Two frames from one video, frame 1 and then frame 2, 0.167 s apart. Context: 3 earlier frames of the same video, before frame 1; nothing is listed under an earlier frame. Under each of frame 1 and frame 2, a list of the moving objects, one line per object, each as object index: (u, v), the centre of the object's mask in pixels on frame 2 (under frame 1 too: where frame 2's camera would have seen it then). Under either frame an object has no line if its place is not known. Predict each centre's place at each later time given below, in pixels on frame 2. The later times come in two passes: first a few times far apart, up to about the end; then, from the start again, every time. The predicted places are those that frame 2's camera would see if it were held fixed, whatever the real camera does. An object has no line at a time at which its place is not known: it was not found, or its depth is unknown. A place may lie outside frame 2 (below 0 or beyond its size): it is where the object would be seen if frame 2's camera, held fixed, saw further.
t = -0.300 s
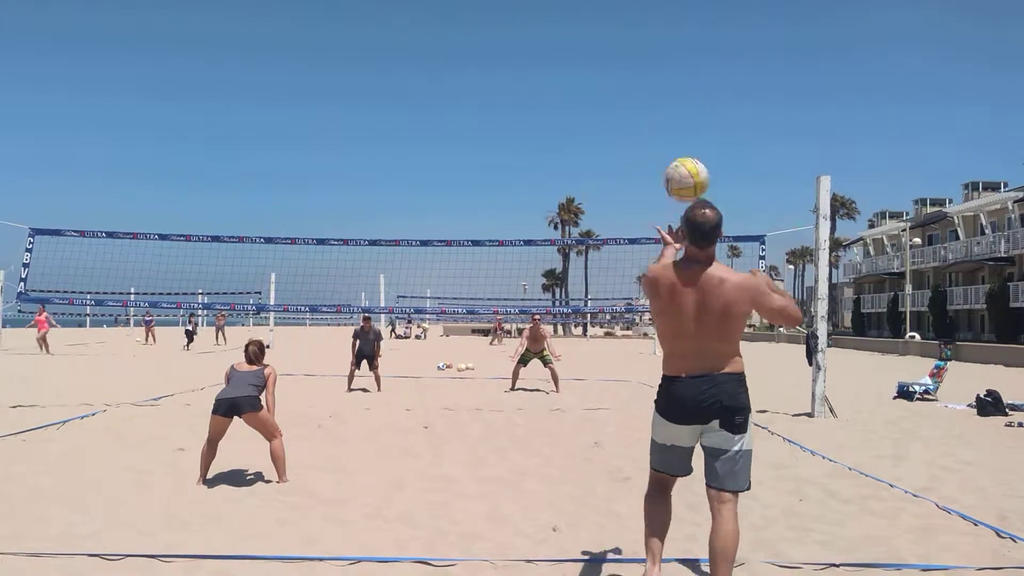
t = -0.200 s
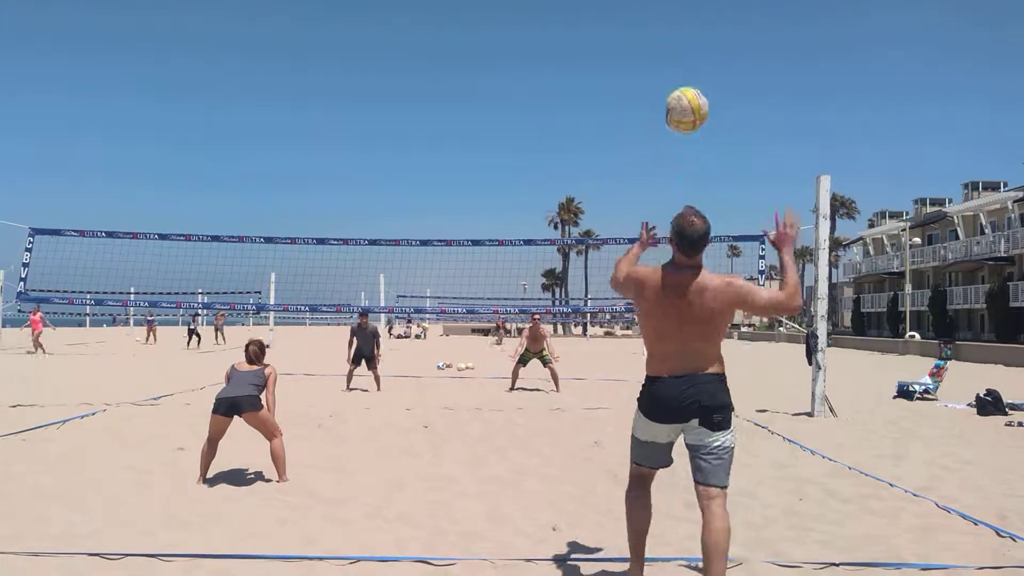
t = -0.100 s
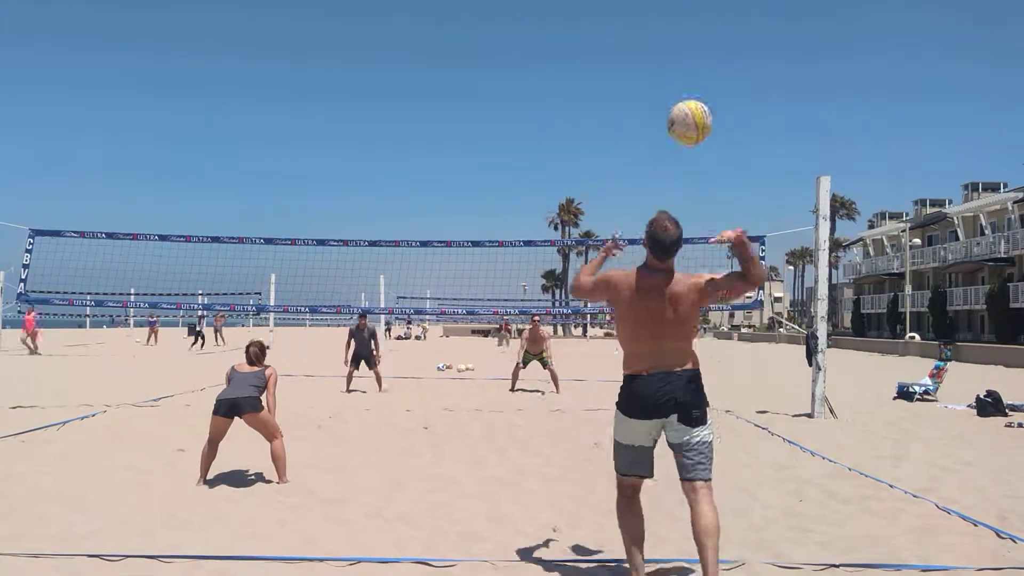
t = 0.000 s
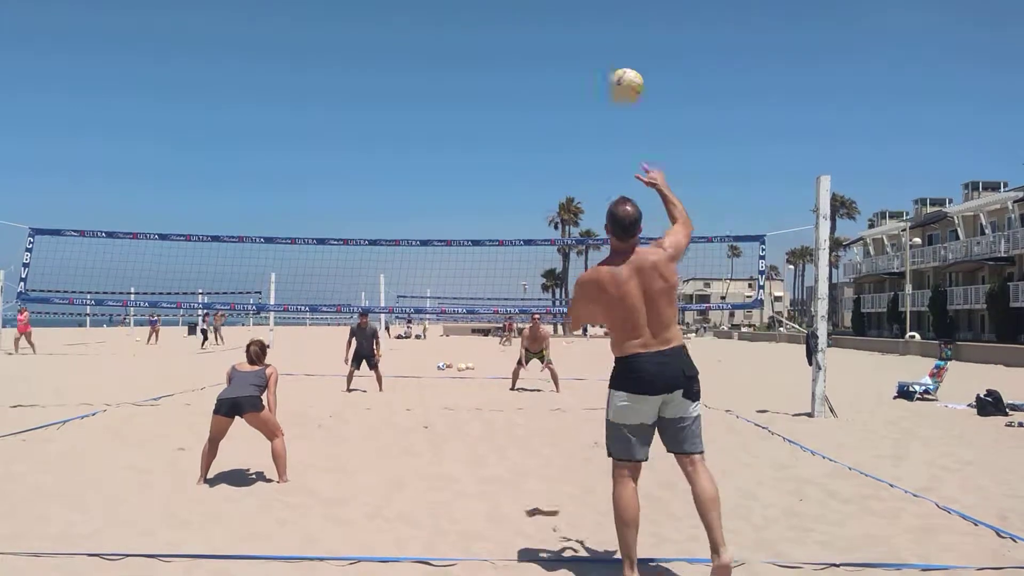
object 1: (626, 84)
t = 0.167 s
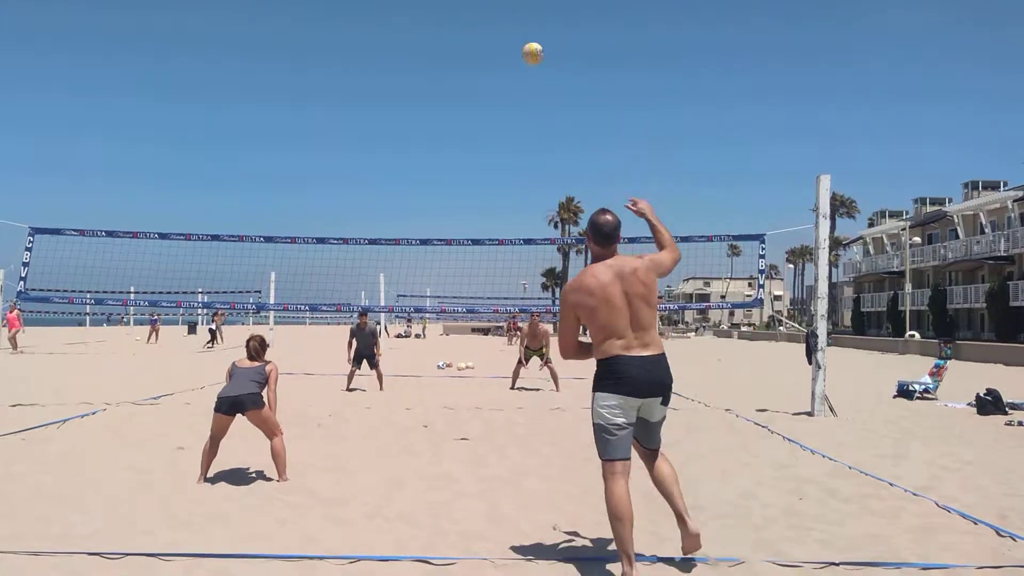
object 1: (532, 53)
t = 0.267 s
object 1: (501, 88)
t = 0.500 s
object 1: (466, 214)
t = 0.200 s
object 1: (522, 60)
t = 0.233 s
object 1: (508, 76)
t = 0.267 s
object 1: (501, 88)
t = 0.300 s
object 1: (494, 103)
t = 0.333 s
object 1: (487, 119)
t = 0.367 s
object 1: (483, 135)
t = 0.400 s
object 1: (477, 155)
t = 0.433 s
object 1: (473, 174)
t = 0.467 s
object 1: (469, 193)
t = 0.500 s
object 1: (466, 214)
